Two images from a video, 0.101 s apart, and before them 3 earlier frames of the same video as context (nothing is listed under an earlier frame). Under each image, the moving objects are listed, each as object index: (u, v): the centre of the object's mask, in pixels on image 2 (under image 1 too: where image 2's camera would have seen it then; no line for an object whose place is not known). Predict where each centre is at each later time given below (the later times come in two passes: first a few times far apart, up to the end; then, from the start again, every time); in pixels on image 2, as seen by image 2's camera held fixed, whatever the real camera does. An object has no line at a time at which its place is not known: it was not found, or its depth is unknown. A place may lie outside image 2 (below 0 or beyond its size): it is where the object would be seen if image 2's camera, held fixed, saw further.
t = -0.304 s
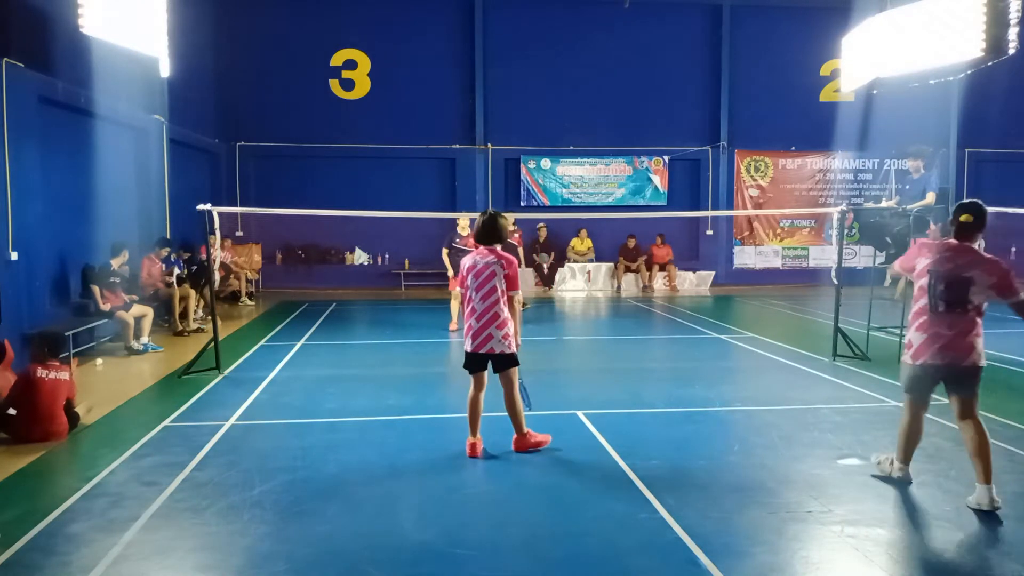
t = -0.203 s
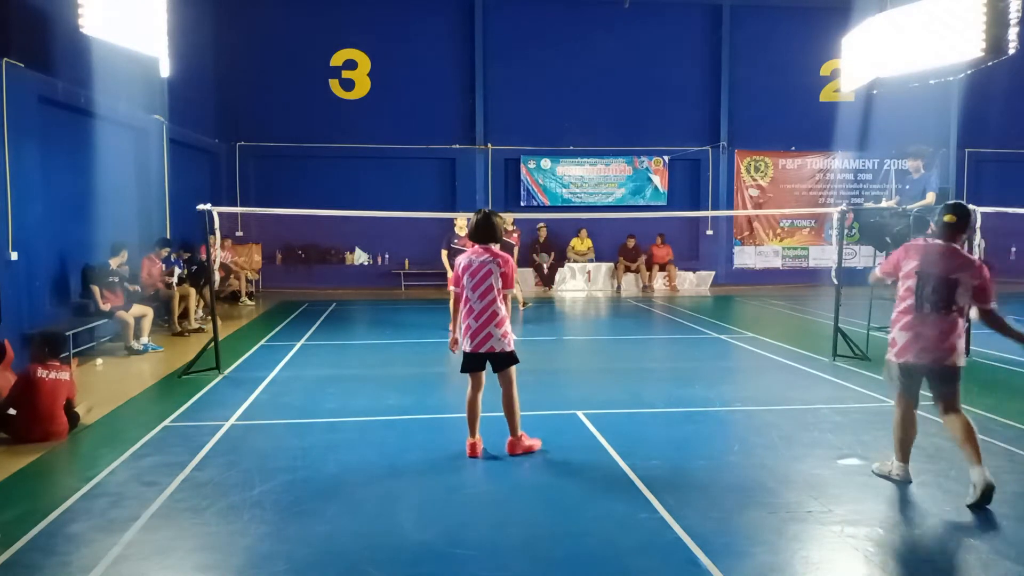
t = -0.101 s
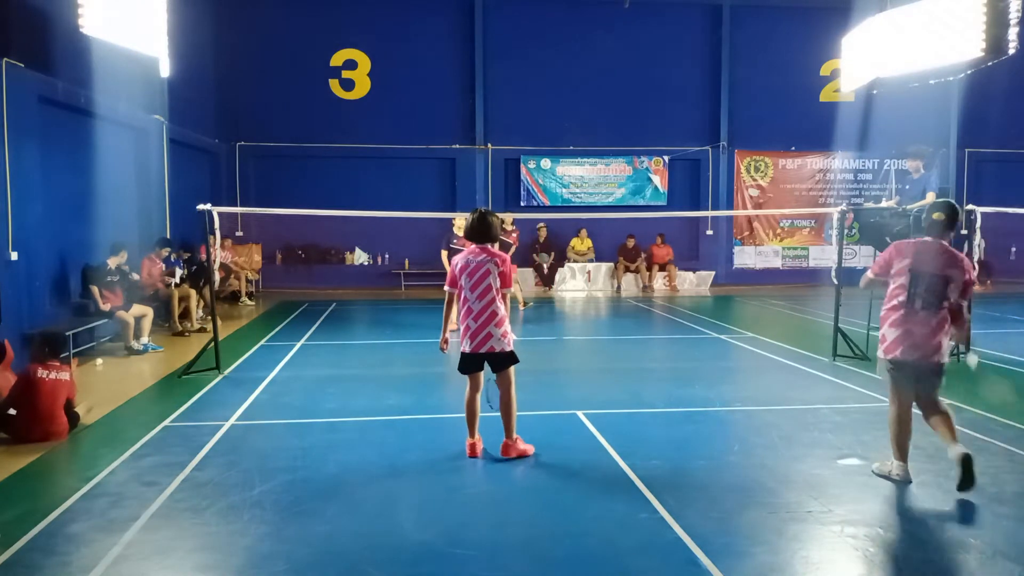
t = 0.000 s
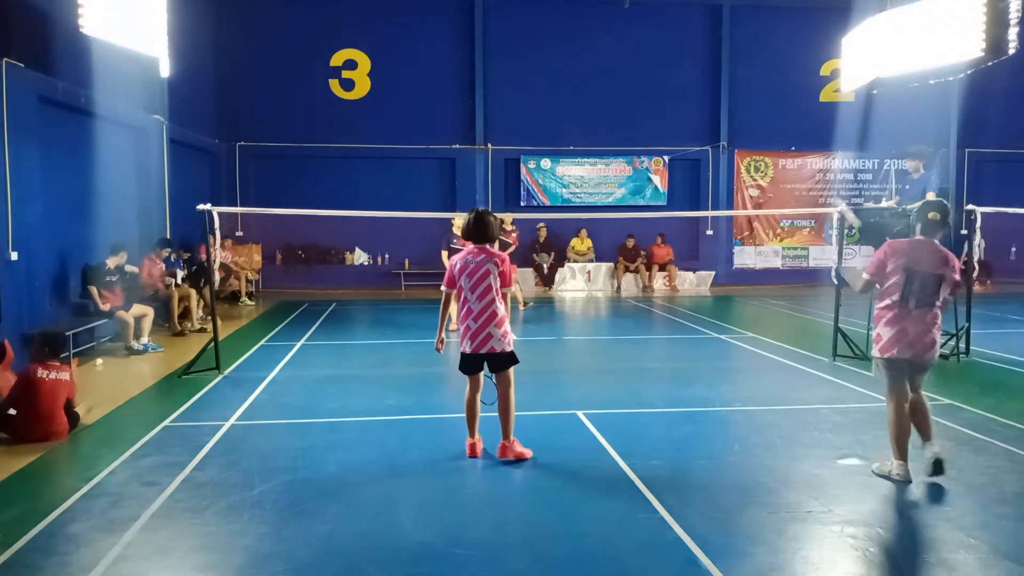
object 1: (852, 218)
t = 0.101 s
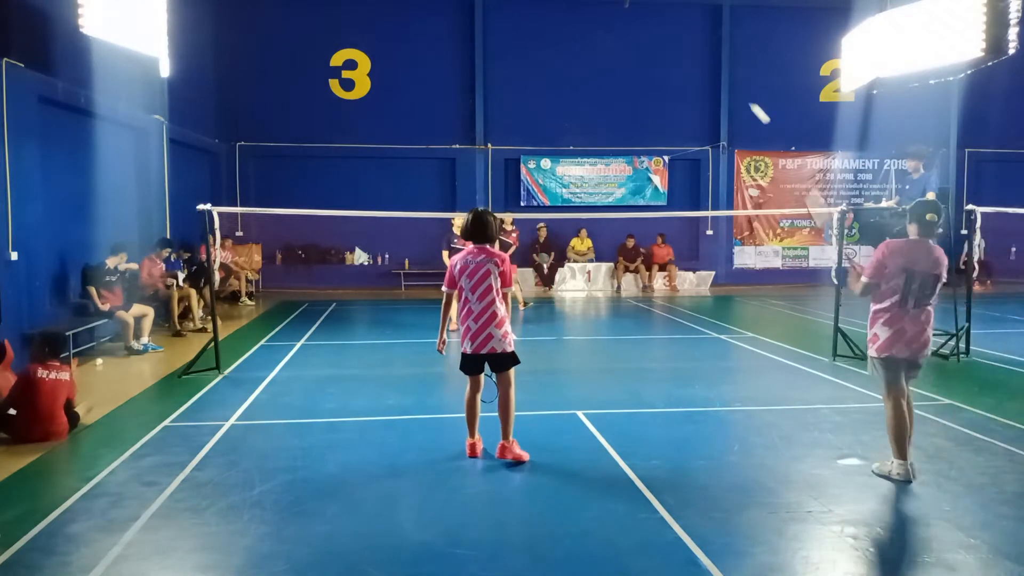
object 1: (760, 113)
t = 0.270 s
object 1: (676, 37)
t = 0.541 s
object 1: (603, 15)
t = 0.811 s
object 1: (559, 56)
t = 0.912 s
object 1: (548, 82)
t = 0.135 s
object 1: (739, 92)
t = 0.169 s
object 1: (720, 74)
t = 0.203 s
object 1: (704, 59)
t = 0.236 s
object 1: (689, 47)
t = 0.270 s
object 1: (676, 37)
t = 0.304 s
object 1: (664, 29)
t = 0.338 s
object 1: (654, 23)
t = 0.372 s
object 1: (643, 18)
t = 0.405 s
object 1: (634, 15)
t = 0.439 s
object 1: (625, 13)
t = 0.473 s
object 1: (617, 13)
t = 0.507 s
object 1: (610, 13)
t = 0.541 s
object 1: (603, 15)
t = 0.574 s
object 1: (596, 17)
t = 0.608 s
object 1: (590, 20)
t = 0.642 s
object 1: (584, 24)
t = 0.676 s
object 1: (578, 29)
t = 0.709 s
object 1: (573, 35)
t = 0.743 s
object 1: (568, 41)
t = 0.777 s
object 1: (564, 48)
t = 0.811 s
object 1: (559, 56)
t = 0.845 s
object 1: (555, 64)
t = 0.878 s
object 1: (552, 73)
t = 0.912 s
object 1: (548, 82)
